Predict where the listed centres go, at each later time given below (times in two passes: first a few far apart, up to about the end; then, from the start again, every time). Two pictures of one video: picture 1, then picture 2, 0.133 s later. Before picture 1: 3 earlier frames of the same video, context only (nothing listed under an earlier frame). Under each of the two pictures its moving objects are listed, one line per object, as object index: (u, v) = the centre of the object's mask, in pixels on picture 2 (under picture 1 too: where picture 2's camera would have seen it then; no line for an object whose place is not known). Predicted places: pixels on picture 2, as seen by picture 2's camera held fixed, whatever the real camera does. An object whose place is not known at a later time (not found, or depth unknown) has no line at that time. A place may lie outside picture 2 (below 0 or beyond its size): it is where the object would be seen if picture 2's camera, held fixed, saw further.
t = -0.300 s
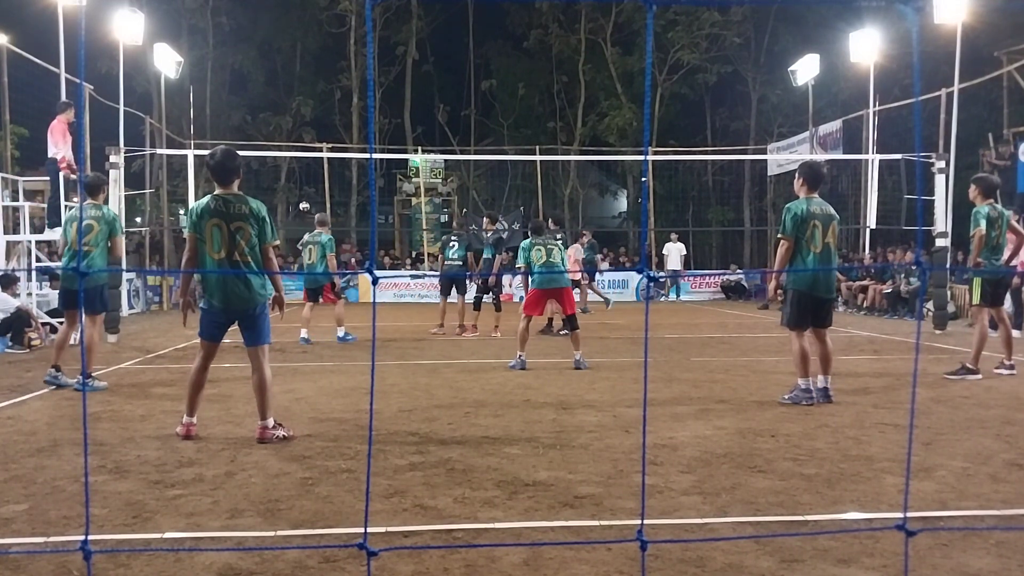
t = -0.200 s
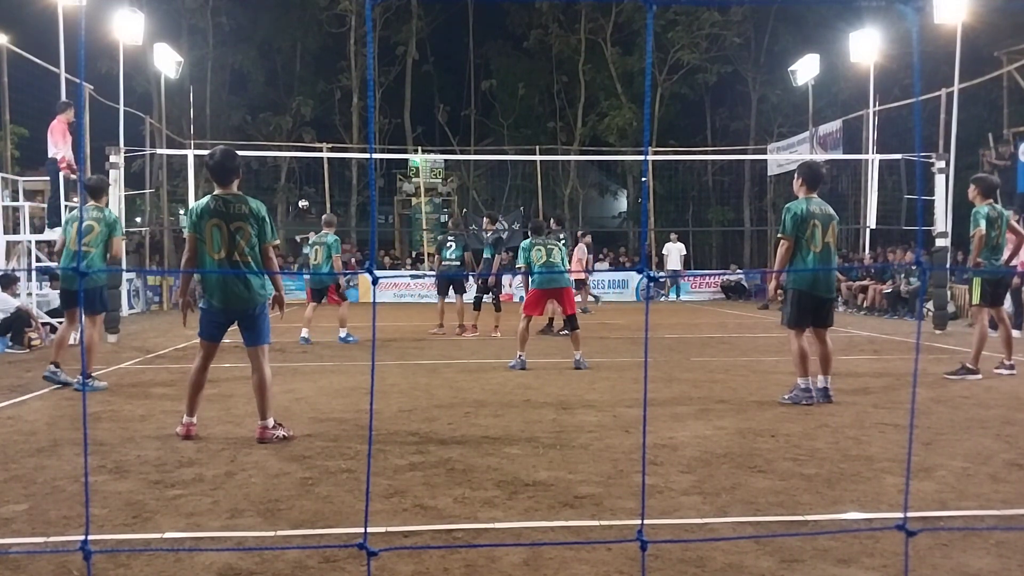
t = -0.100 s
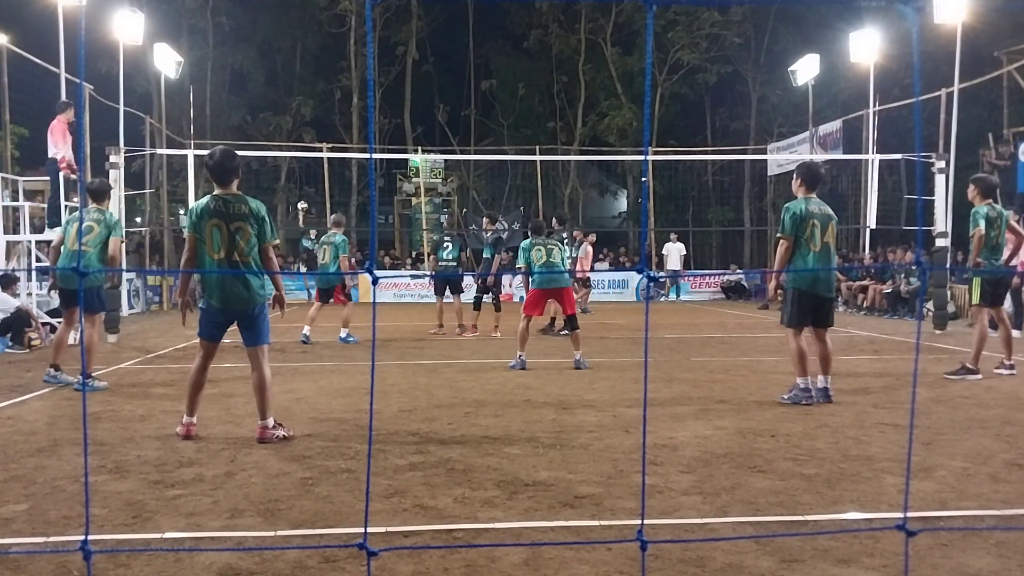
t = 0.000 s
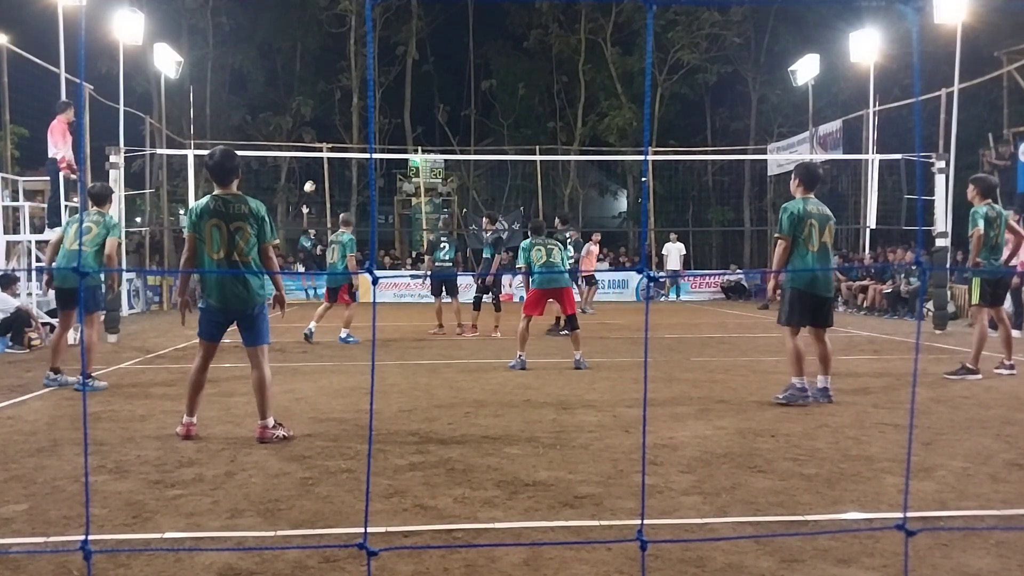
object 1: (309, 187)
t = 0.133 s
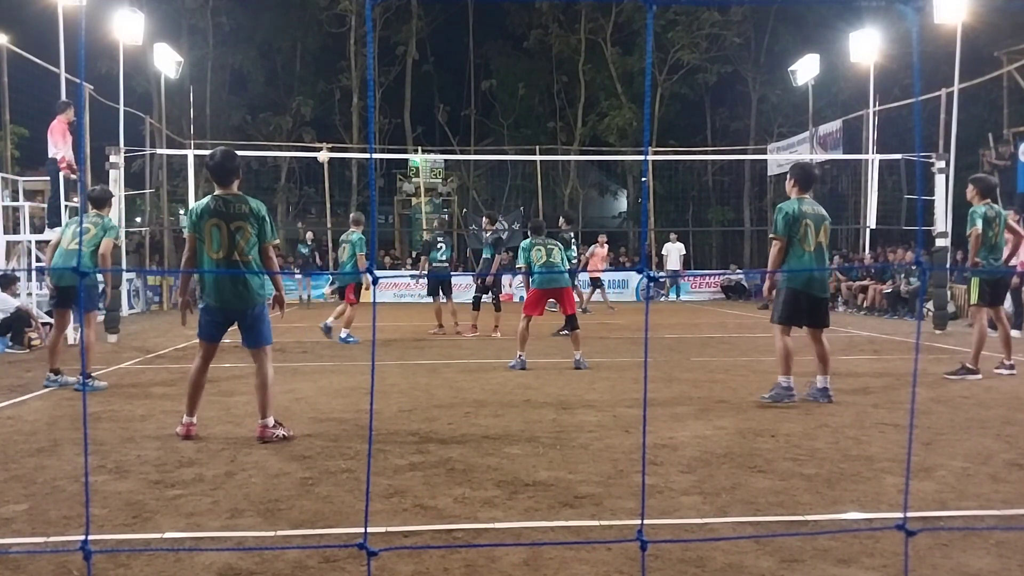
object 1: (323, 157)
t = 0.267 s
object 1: (340, 128)
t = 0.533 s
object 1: (382, 89)
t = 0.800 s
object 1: (441, 96)
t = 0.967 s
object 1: (492, 135)
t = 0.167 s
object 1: (327, 148)
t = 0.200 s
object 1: (332, 141)
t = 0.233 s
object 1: (336, 135)
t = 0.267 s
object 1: (340, 128)
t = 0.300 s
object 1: (345, 121)
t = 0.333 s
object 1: (349, 116)
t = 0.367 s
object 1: (354, 110)
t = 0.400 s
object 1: (360, 104)
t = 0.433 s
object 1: (363, 99)
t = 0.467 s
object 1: (370, 95)
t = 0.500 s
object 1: (377, 91)
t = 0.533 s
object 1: (382, 89)
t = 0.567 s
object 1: (388, 87)
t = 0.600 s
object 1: (395, 85)
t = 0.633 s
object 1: (401, 84)
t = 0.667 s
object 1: (408, 85)
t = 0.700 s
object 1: (416, 86)
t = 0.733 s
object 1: (423, 88)
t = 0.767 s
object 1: (432, 92)
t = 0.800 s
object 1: (441, 96)
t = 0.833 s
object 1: (449, 101)
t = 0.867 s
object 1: (459, 108)
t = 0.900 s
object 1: (470, 116)
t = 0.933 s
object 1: (480, 124)
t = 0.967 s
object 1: (492, 135)
